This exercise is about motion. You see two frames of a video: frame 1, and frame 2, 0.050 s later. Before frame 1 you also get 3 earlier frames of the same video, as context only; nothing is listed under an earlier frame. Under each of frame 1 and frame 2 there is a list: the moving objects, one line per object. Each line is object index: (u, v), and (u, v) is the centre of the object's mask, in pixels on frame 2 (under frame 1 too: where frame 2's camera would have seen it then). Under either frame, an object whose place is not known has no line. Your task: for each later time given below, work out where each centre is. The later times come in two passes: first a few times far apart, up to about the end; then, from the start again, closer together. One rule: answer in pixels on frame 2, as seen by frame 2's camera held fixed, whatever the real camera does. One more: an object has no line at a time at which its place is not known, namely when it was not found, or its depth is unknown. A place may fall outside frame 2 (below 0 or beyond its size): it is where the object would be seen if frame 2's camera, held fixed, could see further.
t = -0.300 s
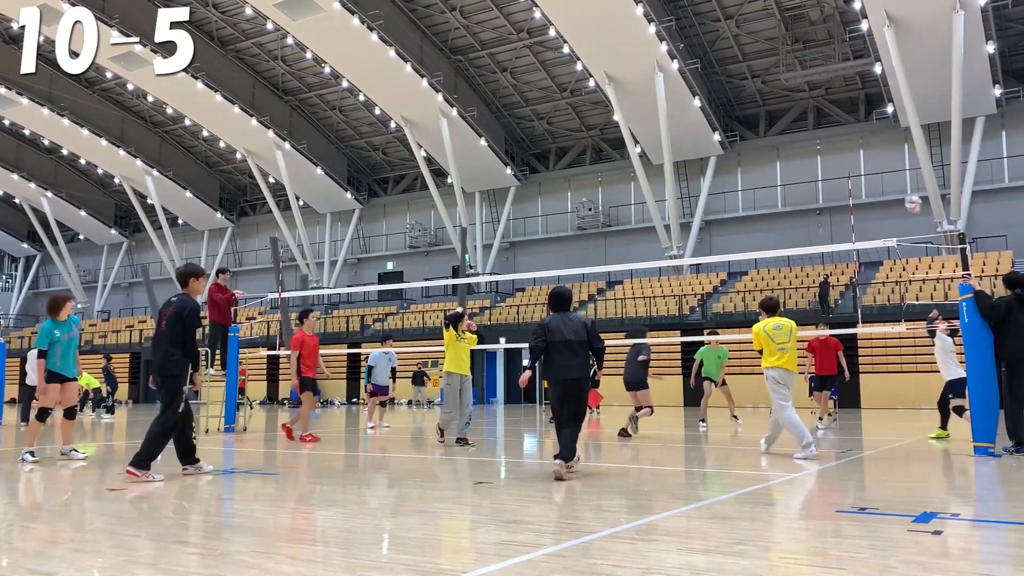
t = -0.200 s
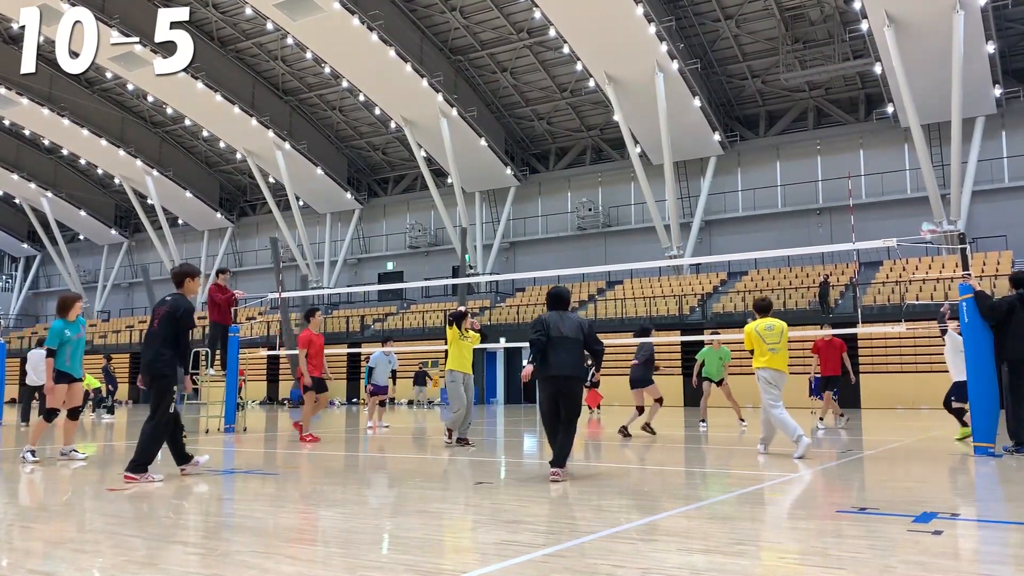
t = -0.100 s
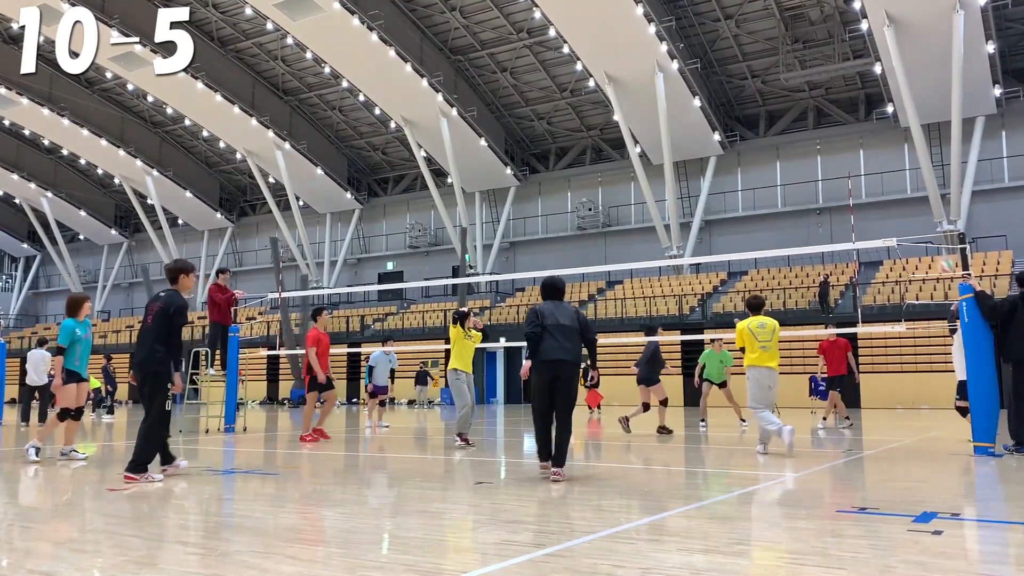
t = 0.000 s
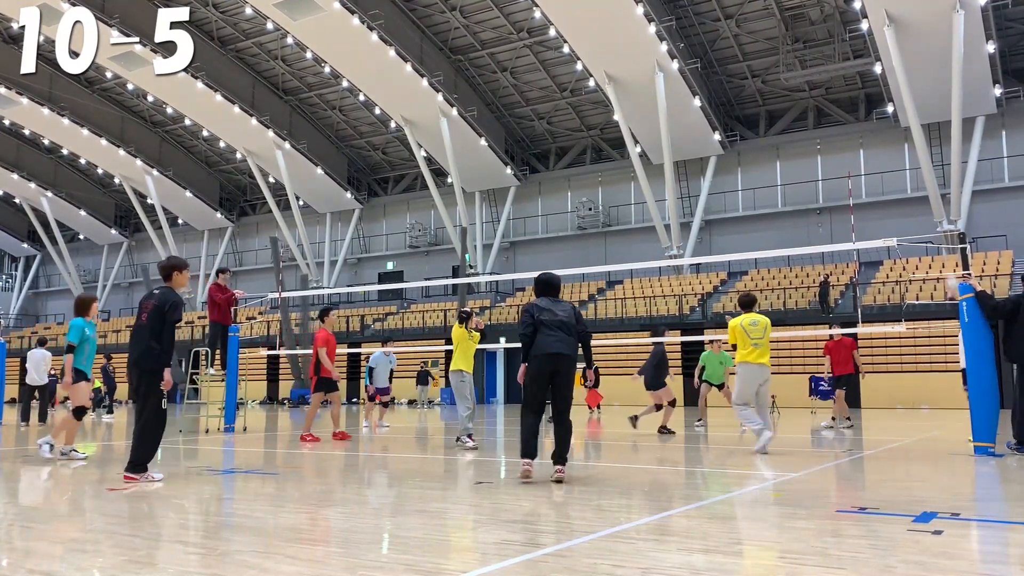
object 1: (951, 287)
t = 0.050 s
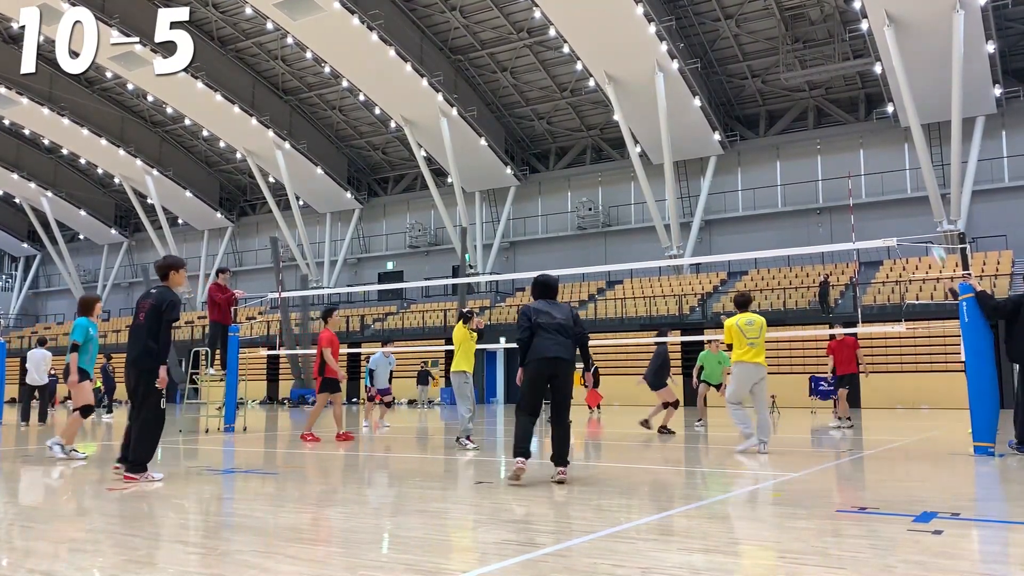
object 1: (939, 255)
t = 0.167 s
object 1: (904, 198)
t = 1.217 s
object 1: (689, 140)
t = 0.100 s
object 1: (922, 227)
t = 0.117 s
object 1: (918, 221)
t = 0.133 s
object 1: (913, 212)
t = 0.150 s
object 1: (909, 206)
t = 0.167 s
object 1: (904, 198)
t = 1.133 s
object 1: (702, 119)
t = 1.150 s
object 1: (700, 122)
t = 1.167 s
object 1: (697, 126)
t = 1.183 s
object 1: (695, 131)
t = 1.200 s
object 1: (692, 135)
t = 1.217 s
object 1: (689, 140)
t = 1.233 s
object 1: (686, 144)
